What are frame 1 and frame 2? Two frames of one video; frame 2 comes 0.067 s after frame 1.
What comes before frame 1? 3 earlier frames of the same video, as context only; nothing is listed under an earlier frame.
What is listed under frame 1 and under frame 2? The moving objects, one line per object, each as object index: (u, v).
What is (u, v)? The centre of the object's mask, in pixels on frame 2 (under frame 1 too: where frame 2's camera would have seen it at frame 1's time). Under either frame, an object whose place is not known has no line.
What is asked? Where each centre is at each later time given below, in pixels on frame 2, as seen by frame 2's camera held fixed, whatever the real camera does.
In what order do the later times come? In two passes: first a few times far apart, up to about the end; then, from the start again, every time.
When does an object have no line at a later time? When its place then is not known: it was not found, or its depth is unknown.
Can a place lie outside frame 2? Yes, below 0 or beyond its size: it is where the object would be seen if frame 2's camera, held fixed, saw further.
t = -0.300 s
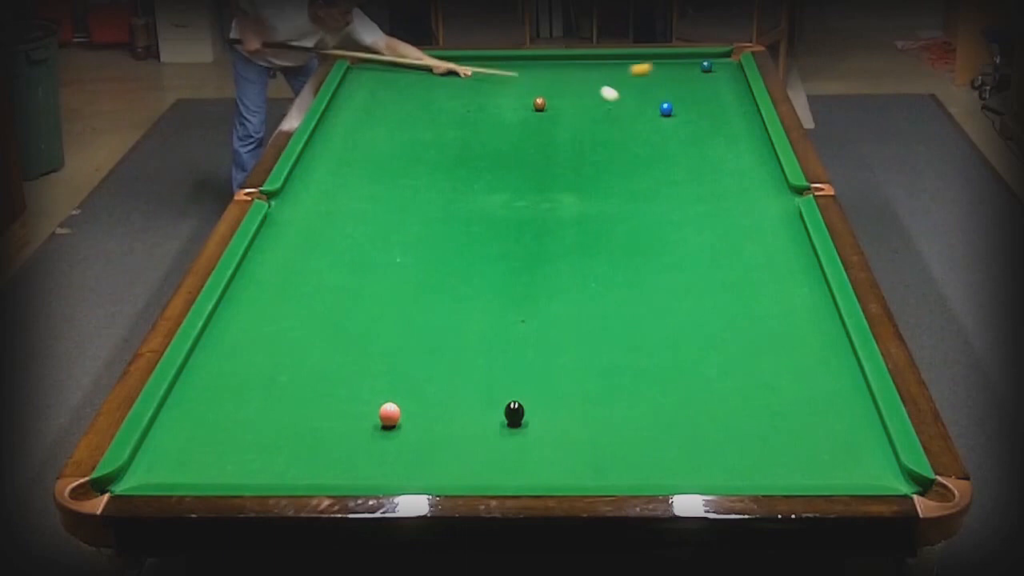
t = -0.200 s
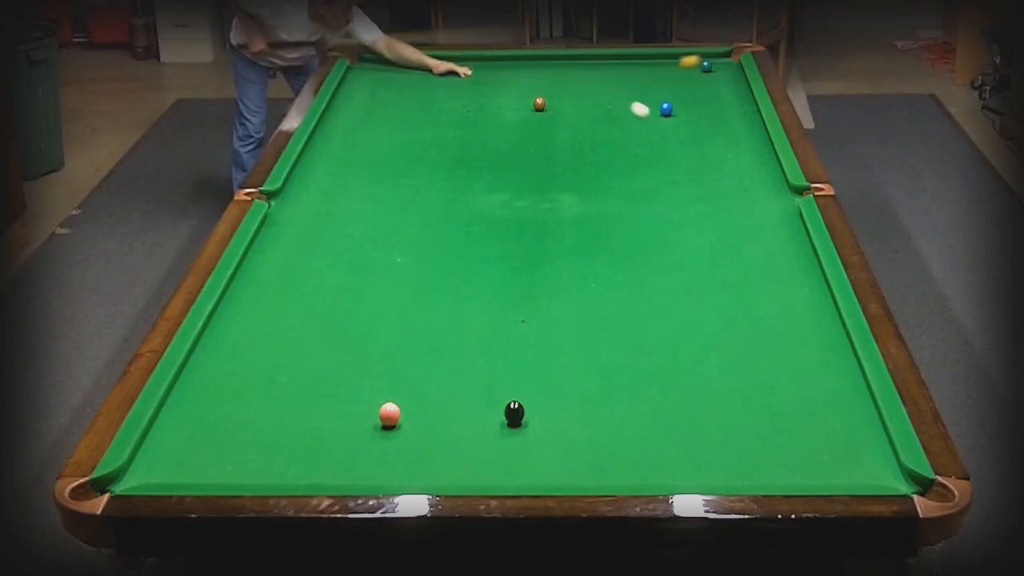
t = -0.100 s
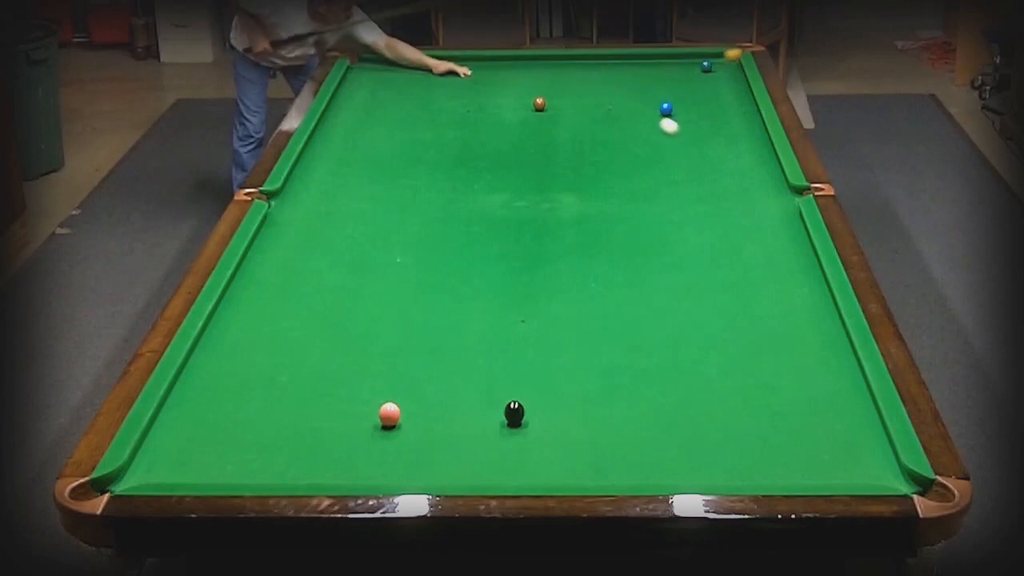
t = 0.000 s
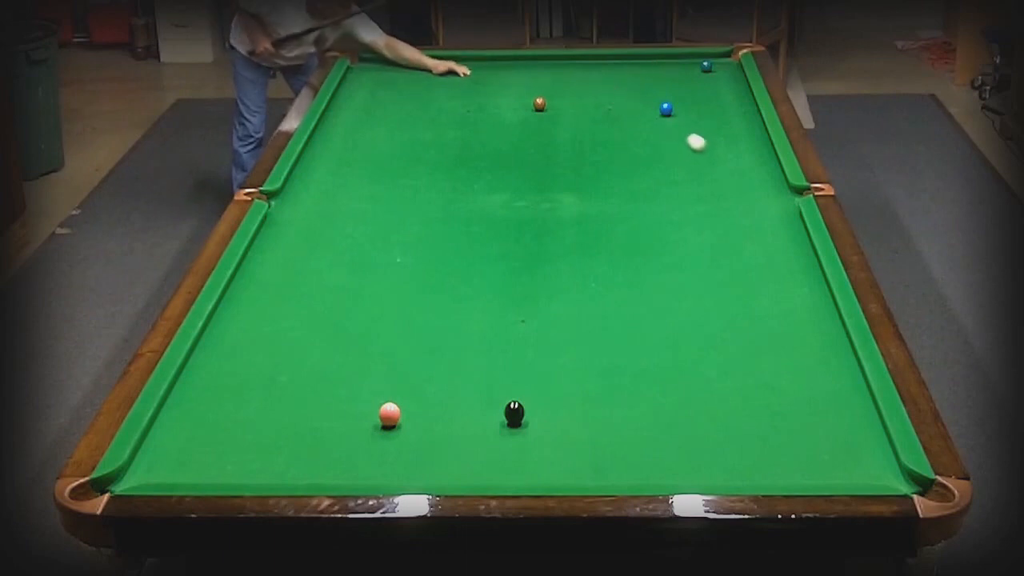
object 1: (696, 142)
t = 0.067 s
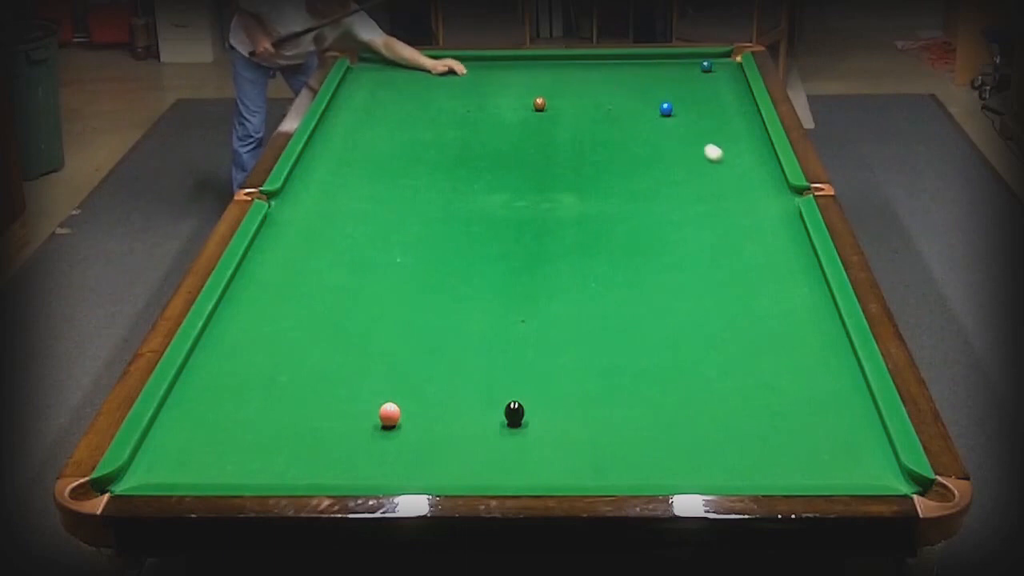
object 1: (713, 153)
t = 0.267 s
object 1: (756, 183)
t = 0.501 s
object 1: (791, 223)
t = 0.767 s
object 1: (786, 277)
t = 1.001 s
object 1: (781, 333)
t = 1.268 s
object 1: (774, 410)
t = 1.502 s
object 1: (757, 470)
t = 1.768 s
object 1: (682, 414)
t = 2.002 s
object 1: (628, 378)
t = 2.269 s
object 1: (574, 341)
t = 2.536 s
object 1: (527, 310)
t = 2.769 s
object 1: (490, 285)
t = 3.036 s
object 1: (451, 260)
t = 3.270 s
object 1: (421, 239)
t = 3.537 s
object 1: (389, 219)
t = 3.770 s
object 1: (363, 203)
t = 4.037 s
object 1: (337, 186)
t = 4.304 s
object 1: (313, 171)
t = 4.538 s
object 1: (307, 159)
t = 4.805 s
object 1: (329, 149)
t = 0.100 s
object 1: (720, 158)
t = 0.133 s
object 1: (728, 163)
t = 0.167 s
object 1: (735, 168)
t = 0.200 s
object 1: (742, 173)
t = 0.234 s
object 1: (749, 178)
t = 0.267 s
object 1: (756, 183)
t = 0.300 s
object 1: (763, 188)
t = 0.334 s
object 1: (770, 194)
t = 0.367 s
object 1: (777, 199)
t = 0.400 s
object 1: (783, 205)
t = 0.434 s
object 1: (790, 210)
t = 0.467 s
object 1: (792, 216)
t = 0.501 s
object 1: (791, 223)
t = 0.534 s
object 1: (790, 229)
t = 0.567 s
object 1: (789, 236)
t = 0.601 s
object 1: (789, 242)
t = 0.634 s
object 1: (788, 249)
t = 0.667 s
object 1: (788, 256)
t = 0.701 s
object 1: (787, 263)
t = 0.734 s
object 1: (786, 270)
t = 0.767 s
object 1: (786, 277)
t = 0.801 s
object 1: (785, 285)
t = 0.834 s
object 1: (784, 293)
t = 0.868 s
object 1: (784, 301)
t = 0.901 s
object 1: (783, 308)
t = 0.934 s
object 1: (782, 317)
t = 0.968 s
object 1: (782, 325)
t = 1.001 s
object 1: (781, 333)
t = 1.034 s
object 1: (780, 342)
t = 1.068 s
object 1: (779, 351)
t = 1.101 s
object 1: (779, 360)
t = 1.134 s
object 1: (778, 370)
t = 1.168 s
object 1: (777, 379)
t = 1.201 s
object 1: (776, 389)
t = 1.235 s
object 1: (775, 399)
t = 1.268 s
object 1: (774, 410)
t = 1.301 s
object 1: (773, 419)
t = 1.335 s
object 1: (772, 431)
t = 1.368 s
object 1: (771, 442)
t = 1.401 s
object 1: (770, 453)
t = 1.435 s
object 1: (769, 466)
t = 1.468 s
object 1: (767, 473)
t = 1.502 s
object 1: (757, 470)
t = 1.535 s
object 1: (746, 463)
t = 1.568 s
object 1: (736, 454)
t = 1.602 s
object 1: (726, 447)
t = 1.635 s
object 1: (716, 439)
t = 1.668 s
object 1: (707, 432)
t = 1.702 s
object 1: (698, 425)
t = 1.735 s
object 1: (690, 419)
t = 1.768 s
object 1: (682, 414)
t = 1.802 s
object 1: (674, 409)
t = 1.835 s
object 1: (665, 403)
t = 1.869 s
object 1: (657, 397)
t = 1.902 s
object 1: (650, 392)
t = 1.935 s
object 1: (643, 387)
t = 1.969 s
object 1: (635, 382)
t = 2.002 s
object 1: (628, 378)
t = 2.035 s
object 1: (621, 373)
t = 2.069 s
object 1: (614, 368)
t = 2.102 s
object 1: (607, 363)
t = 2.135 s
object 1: (600, 359)
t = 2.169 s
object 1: (594, 354)
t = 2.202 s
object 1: (587, 350)
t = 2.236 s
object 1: (580, 346)
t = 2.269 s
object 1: (574, 341)
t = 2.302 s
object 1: (568, 337)
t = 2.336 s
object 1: (562, 333)
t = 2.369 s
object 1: (556, 329)
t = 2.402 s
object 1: (550, 325)
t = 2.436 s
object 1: (544, 321)
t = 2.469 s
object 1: (538, 318)
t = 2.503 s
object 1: (532, 313)
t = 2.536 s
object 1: (527, 310)
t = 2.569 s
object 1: (521, 306)
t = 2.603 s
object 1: (516, 302)
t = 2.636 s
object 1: (510, 299)
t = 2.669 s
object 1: (505, 295)
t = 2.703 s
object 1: (500, 292)
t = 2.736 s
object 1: (495, 288)
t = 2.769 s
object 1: (490, 285)
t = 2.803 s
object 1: (485, 282)
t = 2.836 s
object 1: (480, 278)
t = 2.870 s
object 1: (475, 275)
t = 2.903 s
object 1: (470, 272)
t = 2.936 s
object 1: (465, 269)
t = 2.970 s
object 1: (461, 266)
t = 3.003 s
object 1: (456, 262)
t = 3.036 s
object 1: (451, 260)
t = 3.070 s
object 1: (447, 257)
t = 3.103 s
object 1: (442, 254)
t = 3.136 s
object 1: (438, 251)
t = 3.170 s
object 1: (433, 248)
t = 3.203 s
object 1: (429, 245)
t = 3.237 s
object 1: (425, 242)
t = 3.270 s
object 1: (421, 239)
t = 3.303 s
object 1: (416, 237)
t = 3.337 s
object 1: (412, 234)
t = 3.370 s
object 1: (408, 232)
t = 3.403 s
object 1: (404, 229)
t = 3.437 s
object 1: (401, 227)
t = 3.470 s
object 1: (396, 224)
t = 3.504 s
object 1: (393, 222)
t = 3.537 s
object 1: (389, 219)
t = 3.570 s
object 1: (385, 217)
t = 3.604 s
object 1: (381, 214)
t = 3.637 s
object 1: (378, 212)
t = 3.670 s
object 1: (374, 210)
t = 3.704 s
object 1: (370, 207)
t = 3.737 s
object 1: (367, 205)
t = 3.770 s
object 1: (363, 203)
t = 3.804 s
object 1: (360, 201)
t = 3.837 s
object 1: (356, 199)
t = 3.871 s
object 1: (353, 197)
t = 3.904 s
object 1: (350, 195)
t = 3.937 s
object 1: (346, 192)
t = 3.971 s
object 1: (343, 190)
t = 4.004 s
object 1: (340, 188)
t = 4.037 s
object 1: (337, 186)
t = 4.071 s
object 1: (333, 184)
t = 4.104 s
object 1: (330, 182)
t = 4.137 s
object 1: (327, 180)
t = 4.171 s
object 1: (324, 178)
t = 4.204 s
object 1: (321, 177)
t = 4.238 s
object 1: (319, 175)
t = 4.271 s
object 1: (315, 173)
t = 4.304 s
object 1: (313, 171)
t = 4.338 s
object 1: (310, 169)
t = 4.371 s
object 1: (307, 168)
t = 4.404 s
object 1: (305, 166)
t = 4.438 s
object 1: (302, 164)
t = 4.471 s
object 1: (301, 162)
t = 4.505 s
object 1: (304, 161)
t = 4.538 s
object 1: (307, 159)
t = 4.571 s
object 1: (310, 158)
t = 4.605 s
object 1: (313, 157)
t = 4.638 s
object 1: (315, 155)
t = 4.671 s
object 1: (318, 154)
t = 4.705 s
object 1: (321, 153)
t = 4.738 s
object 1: (324, 151)
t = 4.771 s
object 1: (326, 150)
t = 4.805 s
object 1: (329, 149)
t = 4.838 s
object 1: (331, 148)
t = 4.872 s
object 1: (334, 147)
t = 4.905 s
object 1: (336, 145)
